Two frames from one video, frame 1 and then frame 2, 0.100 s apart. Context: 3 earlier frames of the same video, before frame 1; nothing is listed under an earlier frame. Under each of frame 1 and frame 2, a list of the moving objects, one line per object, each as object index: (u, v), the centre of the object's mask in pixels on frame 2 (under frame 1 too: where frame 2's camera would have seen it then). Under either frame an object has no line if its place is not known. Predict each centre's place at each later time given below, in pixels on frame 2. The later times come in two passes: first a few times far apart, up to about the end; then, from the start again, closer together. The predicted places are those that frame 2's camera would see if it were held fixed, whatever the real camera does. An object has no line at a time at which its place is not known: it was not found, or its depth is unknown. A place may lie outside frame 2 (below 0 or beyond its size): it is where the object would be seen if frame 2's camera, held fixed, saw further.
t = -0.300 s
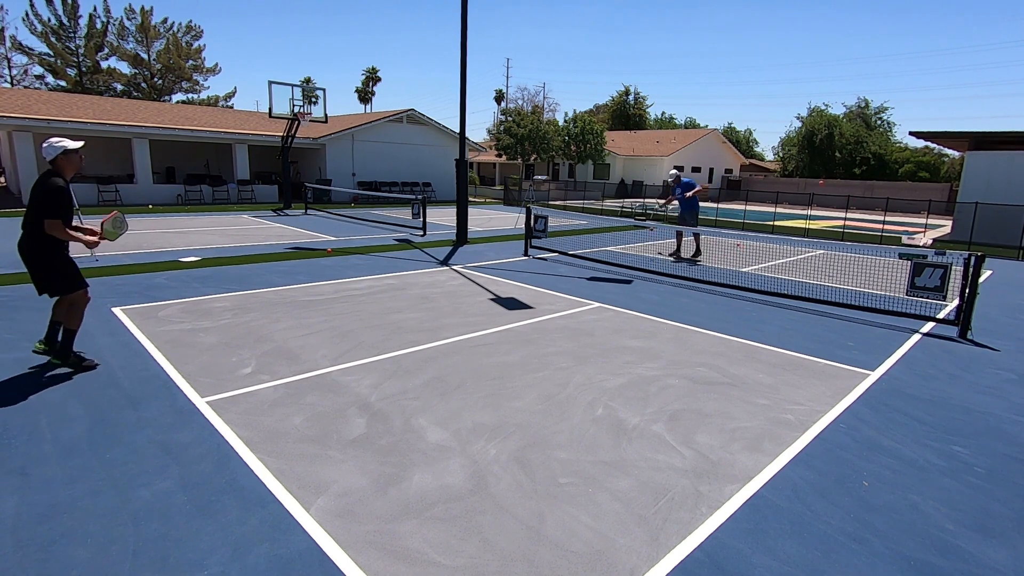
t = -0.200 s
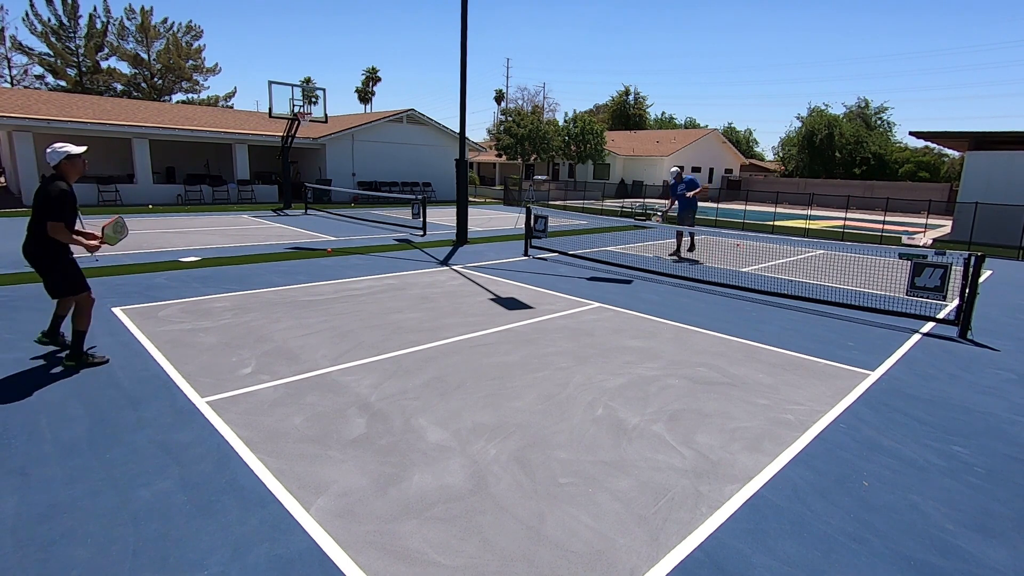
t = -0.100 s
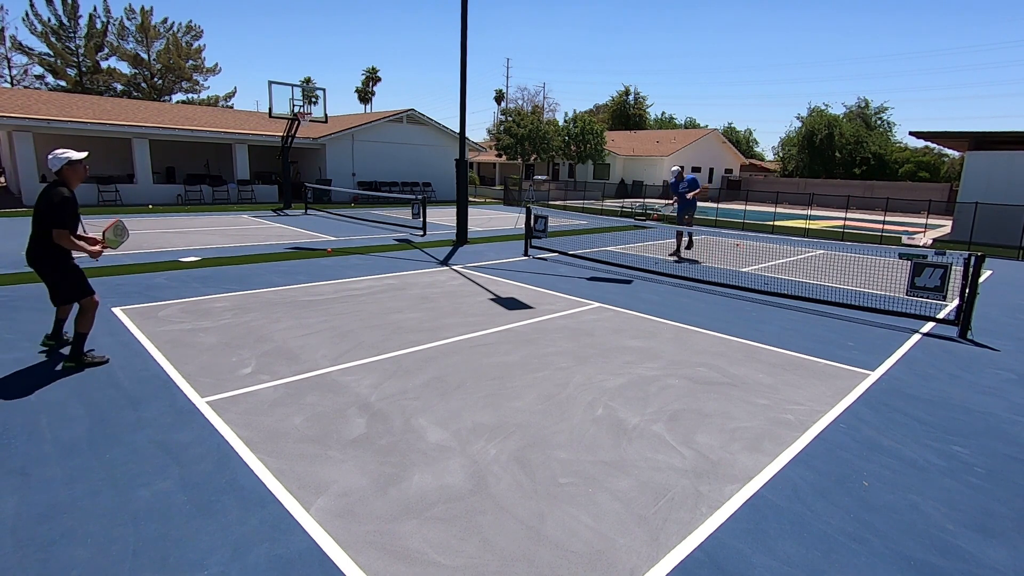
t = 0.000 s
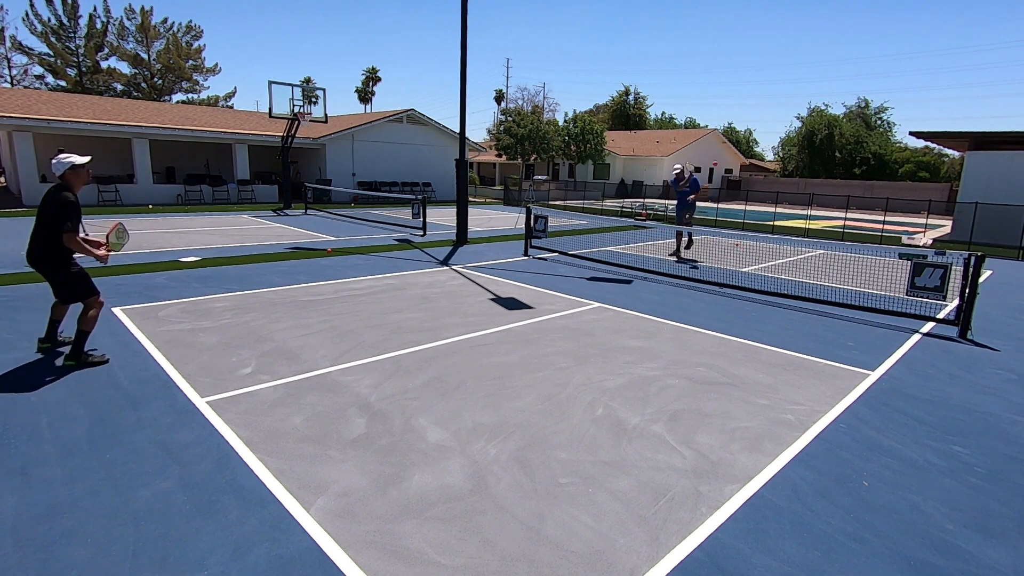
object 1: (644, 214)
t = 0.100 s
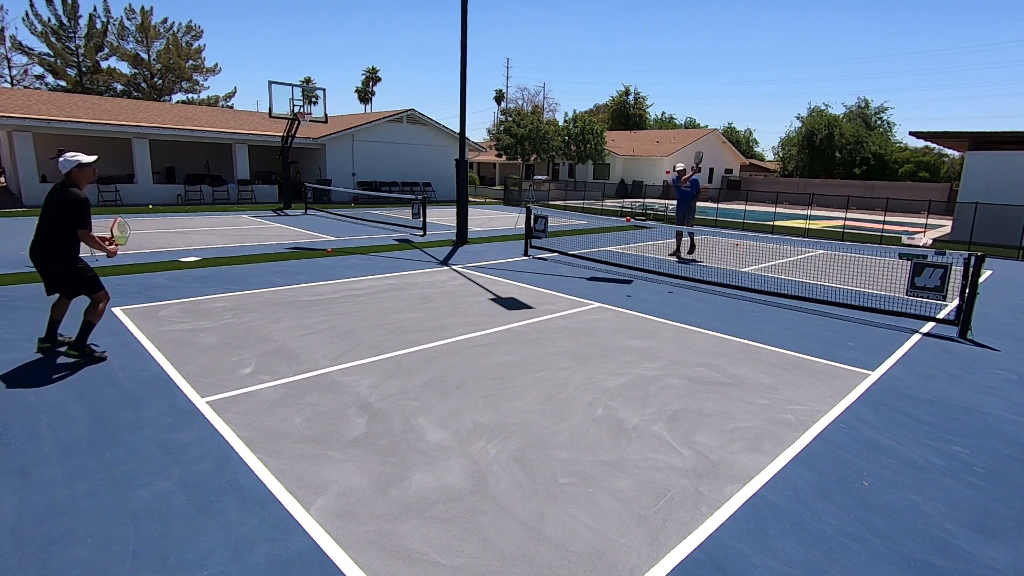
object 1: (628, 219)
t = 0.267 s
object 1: (598, 248)
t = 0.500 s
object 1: (508, 377)
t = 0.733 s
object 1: (394, 395)
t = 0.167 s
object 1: (620, 226)
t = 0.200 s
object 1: (616, 228)
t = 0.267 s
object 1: (598, 248)
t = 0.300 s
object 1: (588, 258)
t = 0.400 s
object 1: (548, 313)
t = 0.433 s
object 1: (533, 336)
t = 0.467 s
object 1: (517, 362)
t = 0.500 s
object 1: (508, 377)
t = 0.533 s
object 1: (488, 389)
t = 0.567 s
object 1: (482, 387)
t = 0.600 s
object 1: (476, 385)
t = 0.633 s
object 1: (463, 383)
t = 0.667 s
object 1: (448, 383)
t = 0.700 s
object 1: (423, 386)
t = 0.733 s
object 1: (394, 395)
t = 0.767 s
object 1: (371, 404)
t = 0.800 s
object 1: (358, 410)
